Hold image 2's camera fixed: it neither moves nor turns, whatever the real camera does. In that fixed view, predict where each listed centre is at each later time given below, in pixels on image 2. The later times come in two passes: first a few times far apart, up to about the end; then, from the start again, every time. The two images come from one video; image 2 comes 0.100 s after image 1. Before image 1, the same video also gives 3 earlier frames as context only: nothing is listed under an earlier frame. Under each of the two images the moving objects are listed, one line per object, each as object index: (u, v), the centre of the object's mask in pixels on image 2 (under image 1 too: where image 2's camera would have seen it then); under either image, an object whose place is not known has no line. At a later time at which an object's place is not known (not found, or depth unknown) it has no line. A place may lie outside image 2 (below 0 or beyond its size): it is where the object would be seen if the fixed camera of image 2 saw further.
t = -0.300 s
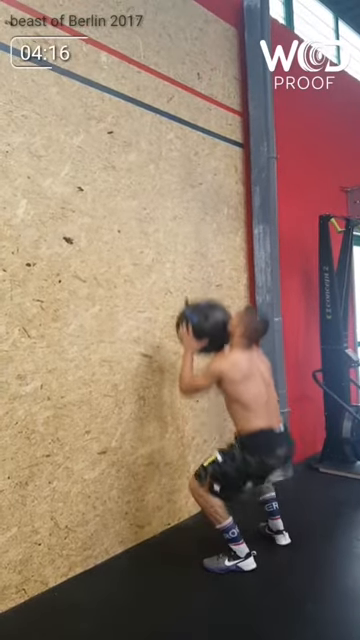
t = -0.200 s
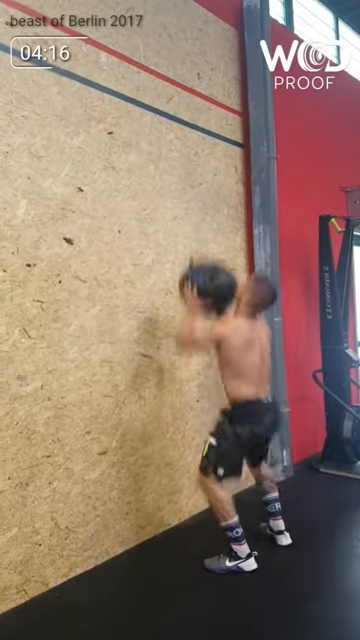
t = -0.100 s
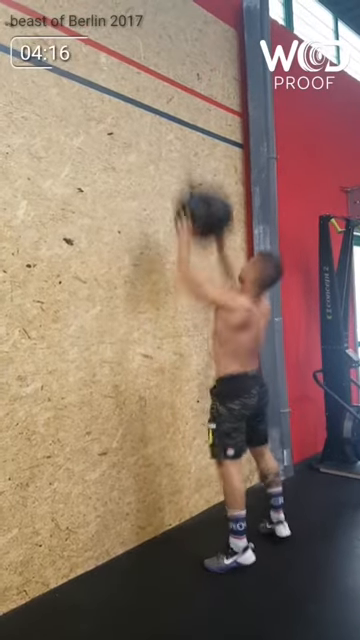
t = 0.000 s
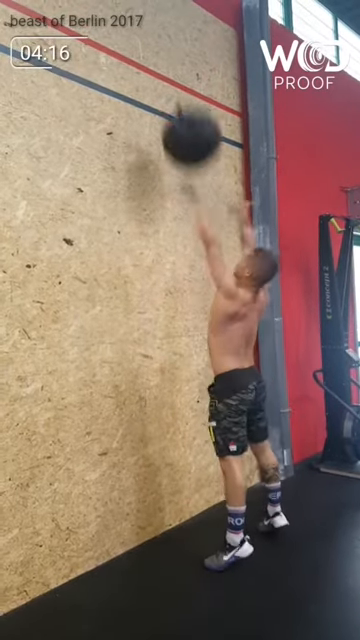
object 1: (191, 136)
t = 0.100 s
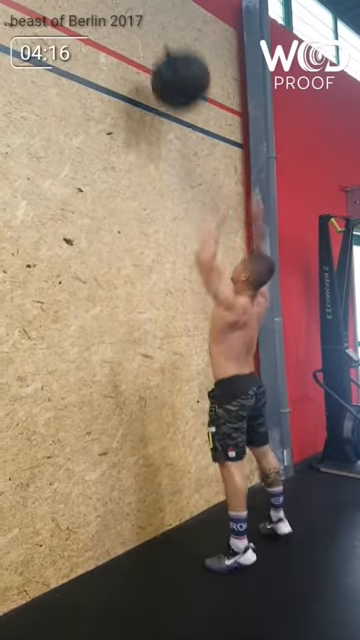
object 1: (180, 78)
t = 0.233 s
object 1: (166, 30)
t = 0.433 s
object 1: (169, 19)
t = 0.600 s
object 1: (183, 41)
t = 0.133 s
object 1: (176, 63)
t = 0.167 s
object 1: (173, 50)
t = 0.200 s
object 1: (169, 39)
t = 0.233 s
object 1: (166, 30)
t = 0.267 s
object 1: (163, 26)
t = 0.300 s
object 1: (162, 23)
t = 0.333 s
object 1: (163, 21)
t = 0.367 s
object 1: (164, 19)
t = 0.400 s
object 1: (166, 19)
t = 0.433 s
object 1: (169, 19)
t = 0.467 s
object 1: (171, 20)
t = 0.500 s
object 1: (173, 22)
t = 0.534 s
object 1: (176, 25)
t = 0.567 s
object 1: (181, 34)
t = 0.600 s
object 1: (183, 41)
